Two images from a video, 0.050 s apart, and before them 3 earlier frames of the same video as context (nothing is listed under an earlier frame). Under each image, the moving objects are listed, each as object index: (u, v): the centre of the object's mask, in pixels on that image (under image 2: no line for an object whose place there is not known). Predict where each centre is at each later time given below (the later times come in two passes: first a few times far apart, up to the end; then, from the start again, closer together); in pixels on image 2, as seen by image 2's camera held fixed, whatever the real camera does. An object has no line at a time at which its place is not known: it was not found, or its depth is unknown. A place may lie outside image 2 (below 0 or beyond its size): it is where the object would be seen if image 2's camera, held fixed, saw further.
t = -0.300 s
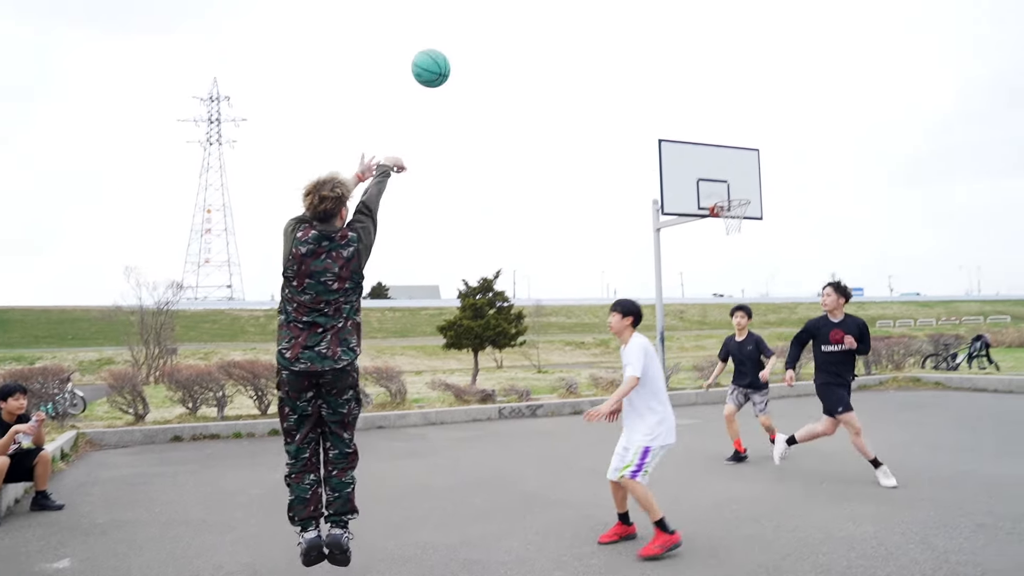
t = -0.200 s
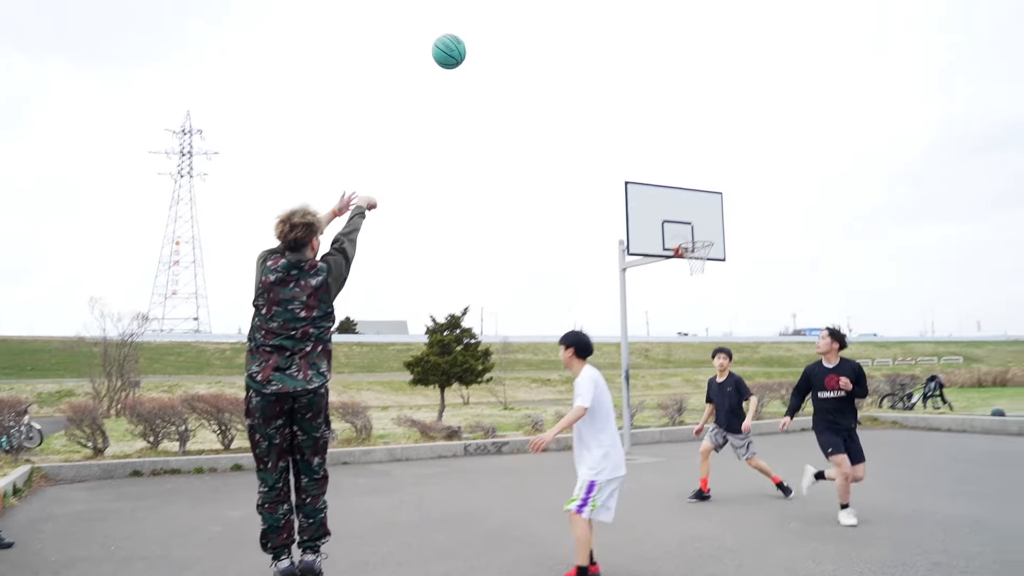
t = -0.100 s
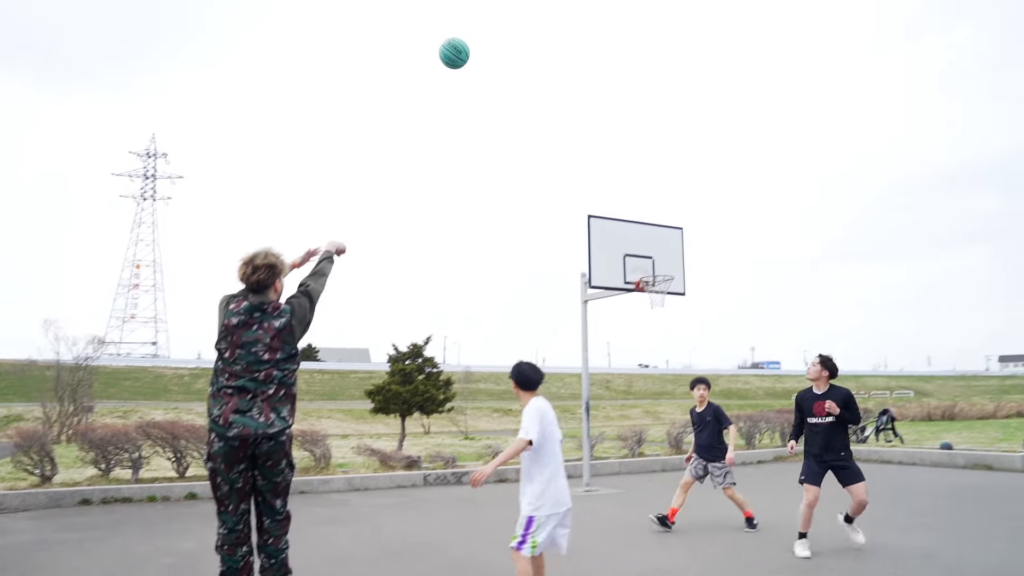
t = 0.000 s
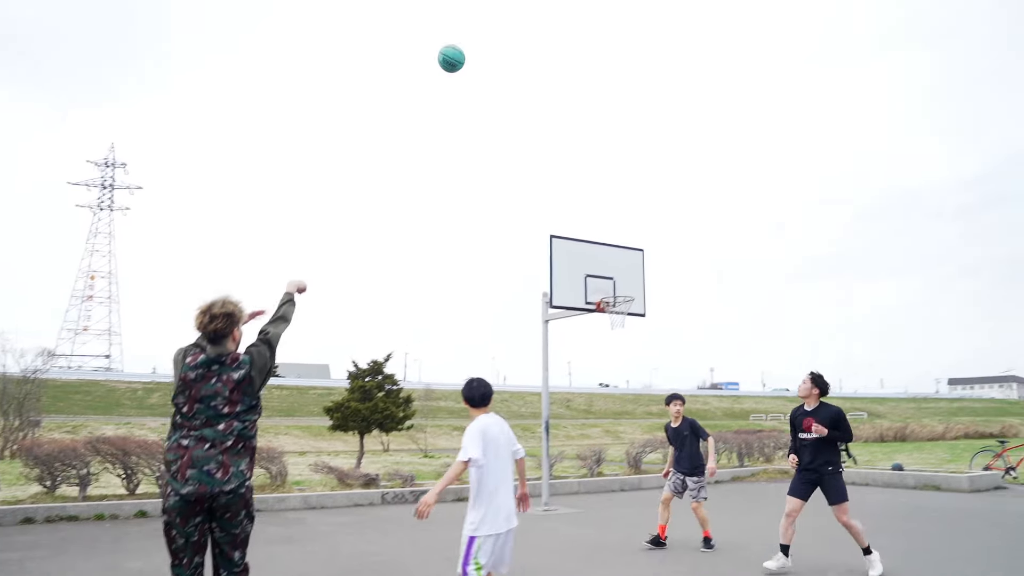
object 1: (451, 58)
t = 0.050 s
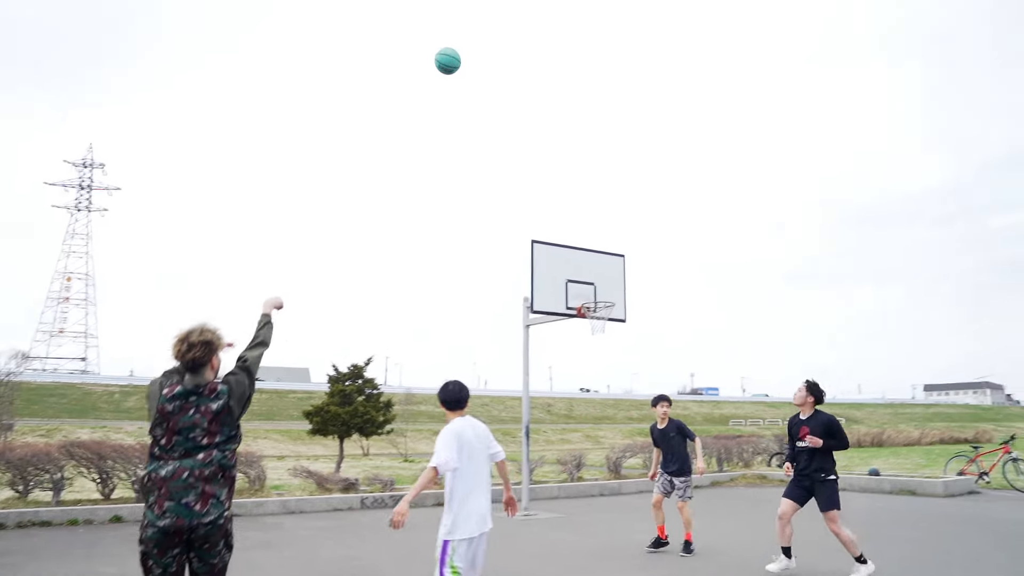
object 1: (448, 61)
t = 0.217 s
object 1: (480, 73)
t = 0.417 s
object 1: (510, 112)
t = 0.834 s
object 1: (560, 249)
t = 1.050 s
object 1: (587, 321)
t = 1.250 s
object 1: (612, 364)
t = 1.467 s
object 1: (645, 446)
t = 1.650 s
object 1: (676, 496)
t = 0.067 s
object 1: (451, 61)
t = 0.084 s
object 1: (455, 61)
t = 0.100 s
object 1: (458, 62)
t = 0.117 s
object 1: (462, 63)
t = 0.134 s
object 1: (465, 64)
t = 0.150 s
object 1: (468, 66)
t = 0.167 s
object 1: (471, 67)
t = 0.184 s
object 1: (475, 69)
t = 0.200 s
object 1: (477, 71)
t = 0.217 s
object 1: (480, 73)
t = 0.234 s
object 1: (483, 75)
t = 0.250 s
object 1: (486, 78)
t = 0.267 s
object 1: (488, 81)
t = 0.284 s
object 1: (491, 84)
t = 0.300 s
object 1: (494, 87)
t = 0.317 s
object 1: (496, 90)
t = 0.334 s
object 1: (499, 93)
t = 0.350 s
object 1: (501, 97)
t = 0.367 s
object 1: (503, 100)
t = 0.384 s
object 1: (506, 104)
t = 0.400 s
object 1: (508, 108)
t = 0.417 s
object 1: (510, 112)
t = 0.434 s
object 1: (512, 116)
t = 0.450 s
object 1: (515, 120)
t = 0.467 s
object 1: (517, 125)
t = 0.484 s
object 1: (519, 129)
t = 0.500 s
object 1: (521, 134)
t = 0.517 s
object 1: (524, 139)
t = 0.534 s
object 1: (526, 143)
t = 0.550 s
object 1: (528, 148)
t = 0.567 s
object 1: (530, 153)
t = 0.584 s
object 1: (532, 158)
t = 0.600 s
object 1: (534, 164)
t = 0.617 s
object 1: (536, 169)
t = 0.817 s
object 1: (558, 242)
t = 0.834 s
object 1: (560, 249)
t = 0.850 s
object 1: (562, 256)
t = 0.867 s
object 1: (564, 263)
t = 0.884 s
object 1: (566, 270)
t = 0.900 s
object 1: (568, 277)
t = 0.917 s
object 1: (570, 284)
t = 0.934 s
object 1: (571, 291)
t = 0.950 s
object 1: (573, 299)
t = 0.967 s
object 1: (575, 306)
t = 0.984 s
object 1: (577, 311)
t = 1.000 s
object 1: (580, 314)
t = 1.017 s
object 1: (582, 315)
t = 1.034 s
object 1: (585, 318)
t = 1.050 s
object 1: (587, 321)
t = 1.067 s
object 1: (589, 323)
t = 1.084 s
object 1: (591, 326)
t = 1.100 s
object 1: (593, 329)
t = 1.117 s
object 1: (596, 332)
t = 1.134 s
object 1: (598, 335)
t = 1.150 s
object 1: (600, 339)
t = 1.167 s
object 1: (602, 342)
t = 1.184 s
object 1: (604, 346)
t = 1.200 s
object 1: (606, 350)
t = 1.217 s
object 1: (608, 355)
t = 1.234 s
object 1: (611, 359)
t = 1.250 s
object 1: (612, 364)
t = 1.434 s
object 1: (641, 431)
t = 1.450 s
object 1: (644, 439)
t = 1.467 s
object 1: (645, 446)
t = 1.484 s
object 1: (648, 454)
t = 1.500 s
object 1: (651, 462)
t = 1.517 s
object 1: (654, 471)
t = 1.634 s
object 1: (675, 503)
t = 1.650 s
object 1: (676, 496)
